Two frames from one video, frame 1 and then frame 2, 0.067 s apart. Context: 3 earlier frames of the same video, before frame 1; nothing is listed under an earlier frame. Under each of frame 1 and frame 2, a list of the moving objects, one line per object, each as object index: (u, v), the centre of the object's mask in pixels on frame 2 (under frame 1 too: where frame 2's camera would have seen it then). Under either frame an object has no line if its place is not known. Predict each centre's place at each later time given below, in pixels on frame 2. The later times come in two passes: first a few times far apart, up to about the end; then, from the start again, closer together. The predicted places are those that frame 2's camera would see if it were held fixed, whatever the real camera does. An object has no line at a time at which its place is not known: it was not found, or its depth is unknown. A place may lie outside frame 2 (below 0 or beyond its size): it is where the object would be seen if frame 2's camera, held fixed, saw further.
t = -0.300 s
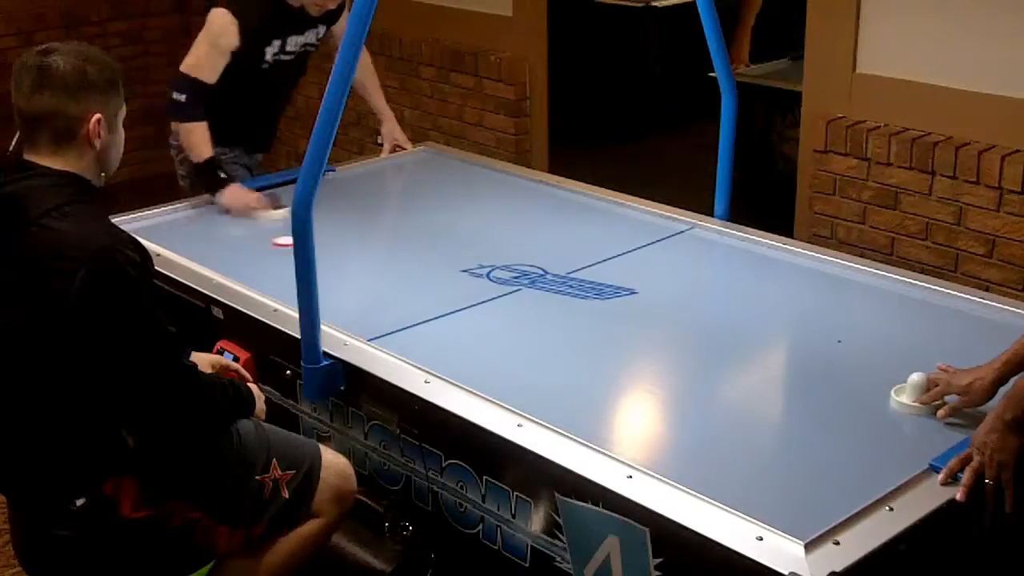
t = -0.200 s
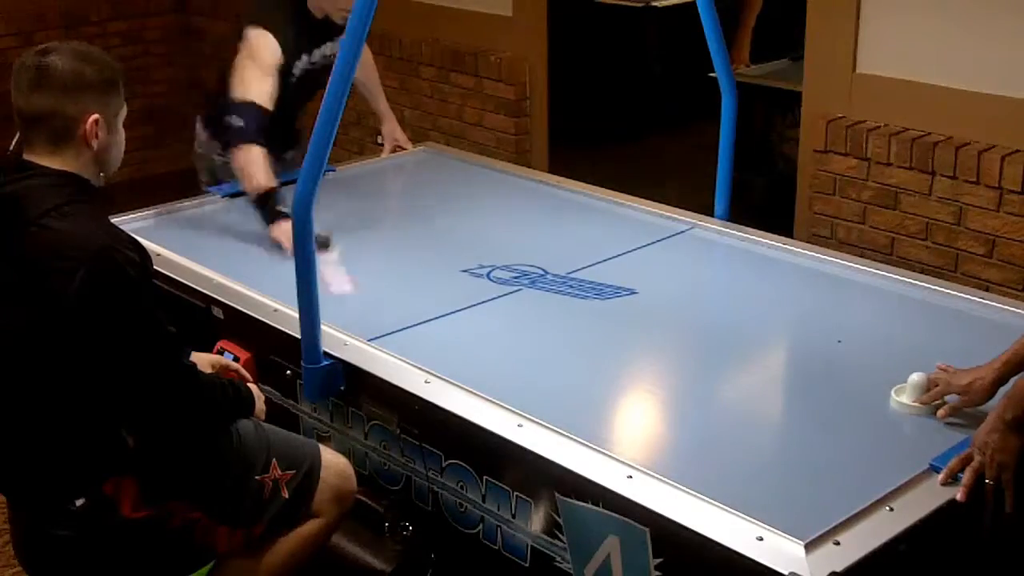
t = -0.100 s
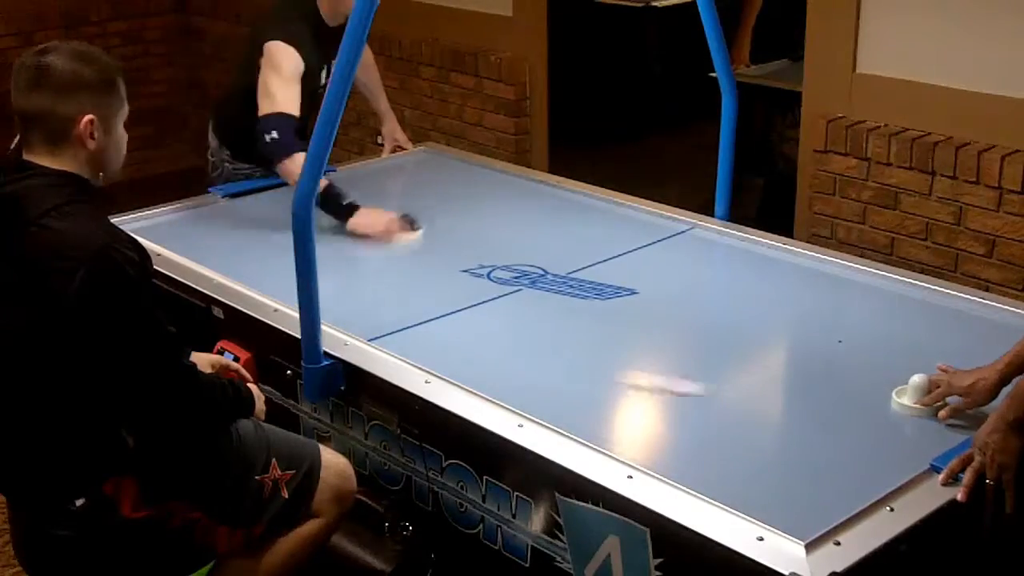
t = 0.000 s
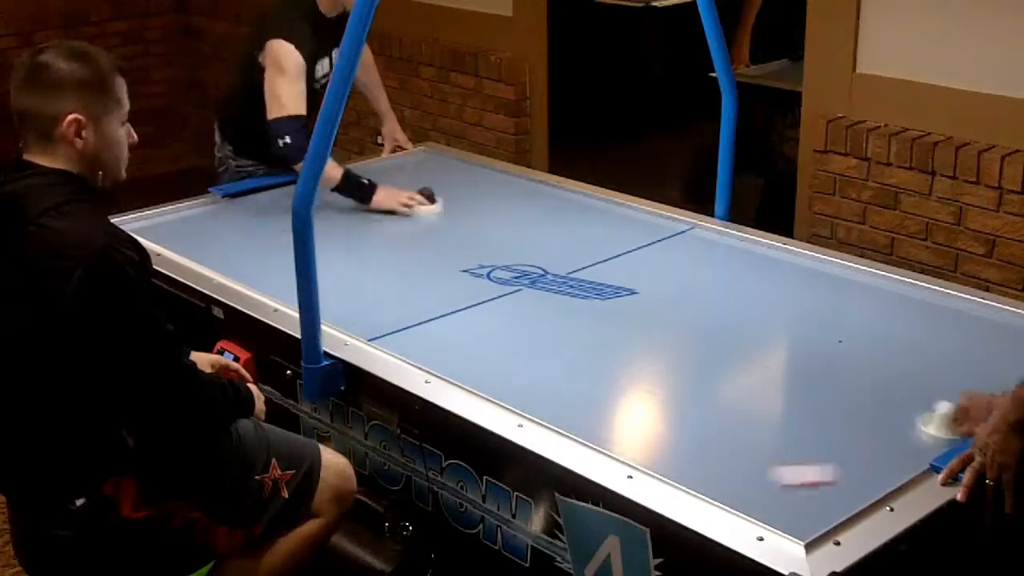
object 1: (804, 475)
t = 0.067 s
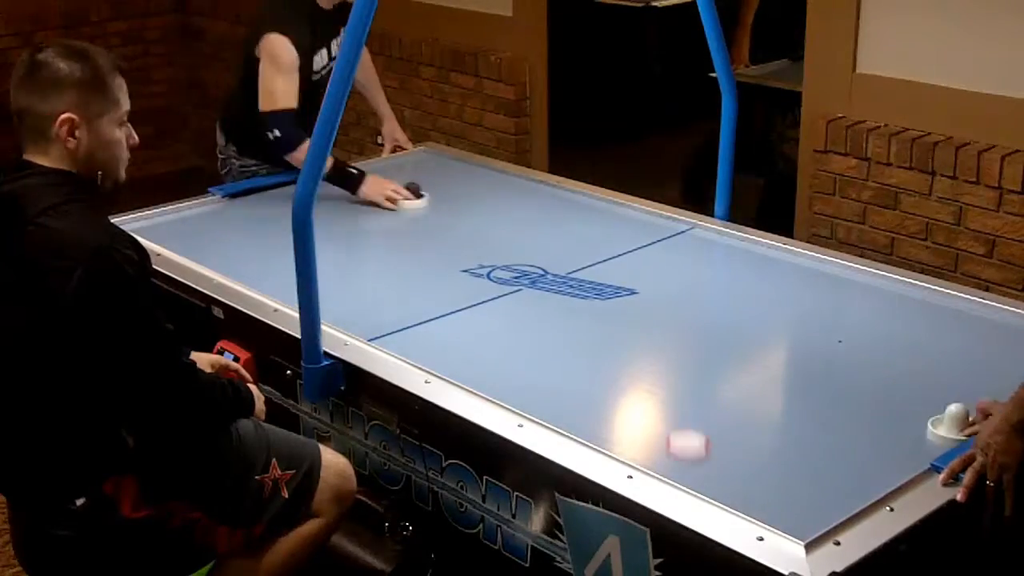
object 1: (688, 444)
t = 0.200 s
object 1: (685, 318)
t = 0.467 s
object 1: (495, 237)
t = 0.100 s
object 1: (688, 408)
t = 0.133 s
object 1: (686, 375)
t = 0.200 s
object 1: (685, 318)
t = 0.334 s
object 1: (686, 232)
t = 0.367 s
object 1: (639, 233)
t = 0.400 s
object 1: (592, 234)
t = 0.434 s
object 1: (544, 236)
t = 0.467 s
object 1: (495, 237)
